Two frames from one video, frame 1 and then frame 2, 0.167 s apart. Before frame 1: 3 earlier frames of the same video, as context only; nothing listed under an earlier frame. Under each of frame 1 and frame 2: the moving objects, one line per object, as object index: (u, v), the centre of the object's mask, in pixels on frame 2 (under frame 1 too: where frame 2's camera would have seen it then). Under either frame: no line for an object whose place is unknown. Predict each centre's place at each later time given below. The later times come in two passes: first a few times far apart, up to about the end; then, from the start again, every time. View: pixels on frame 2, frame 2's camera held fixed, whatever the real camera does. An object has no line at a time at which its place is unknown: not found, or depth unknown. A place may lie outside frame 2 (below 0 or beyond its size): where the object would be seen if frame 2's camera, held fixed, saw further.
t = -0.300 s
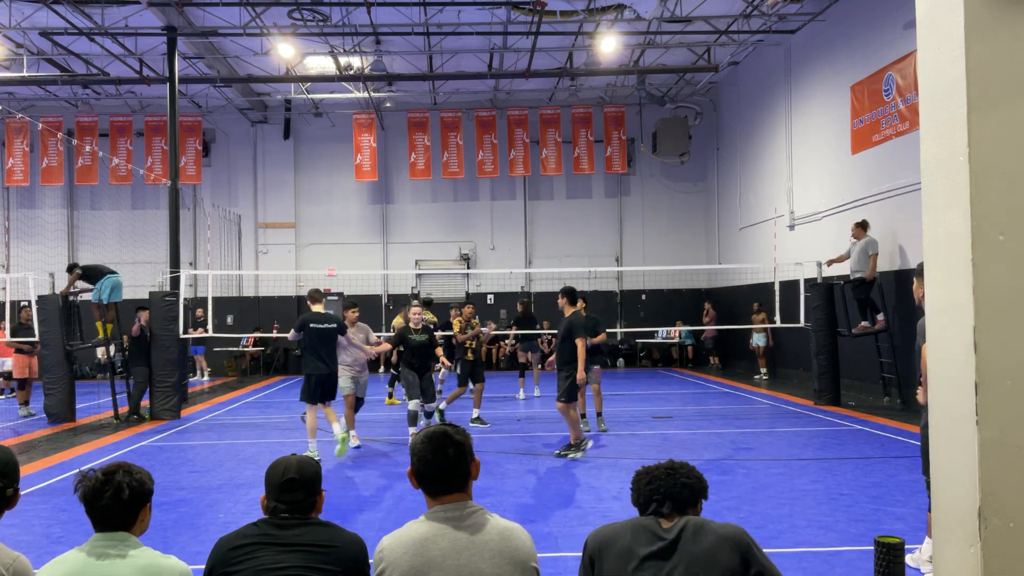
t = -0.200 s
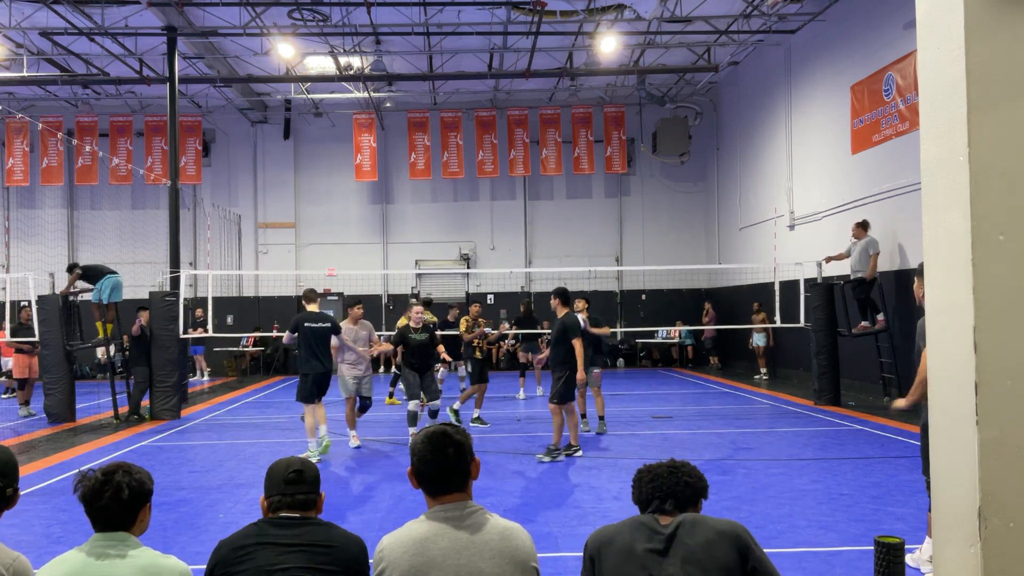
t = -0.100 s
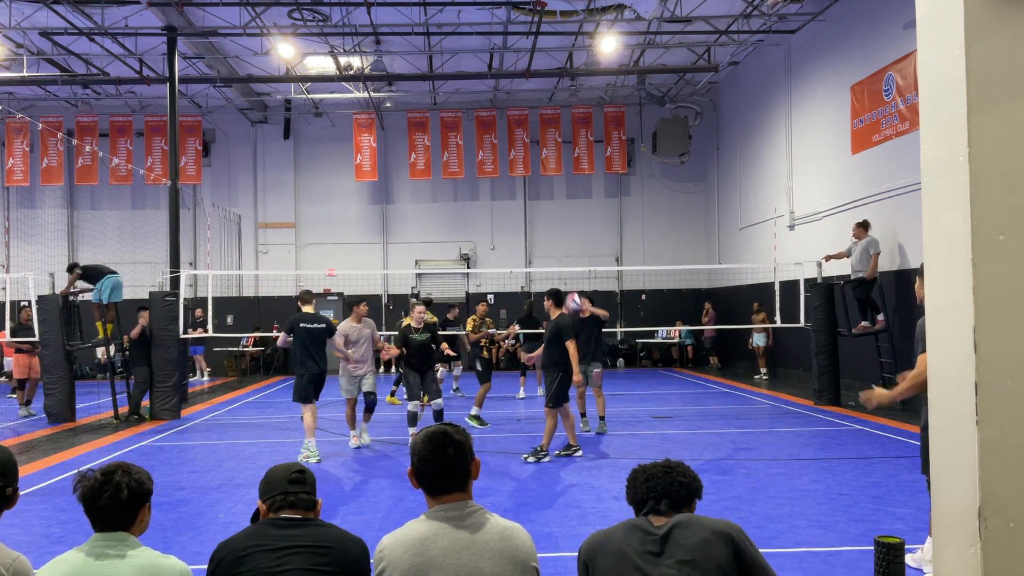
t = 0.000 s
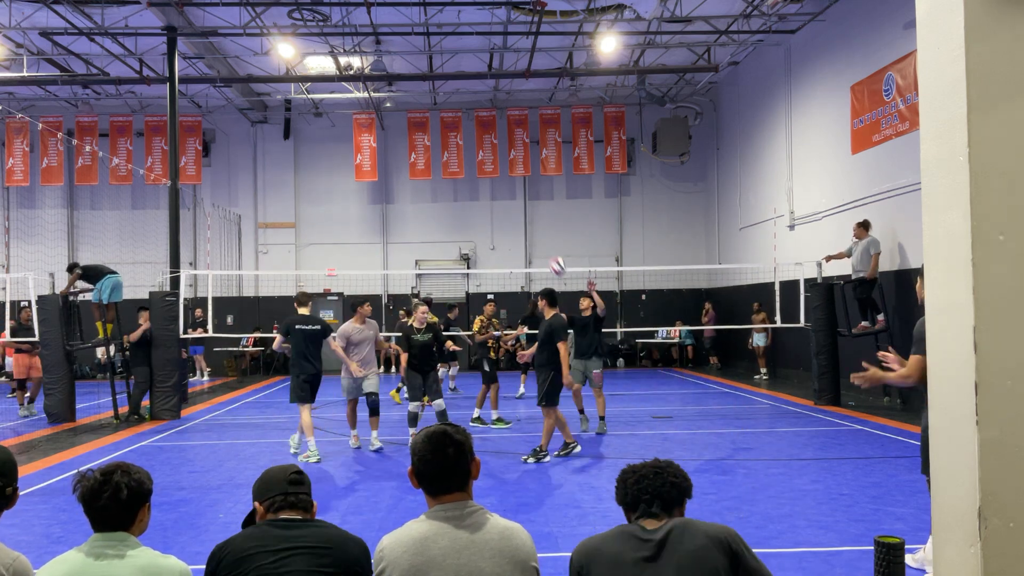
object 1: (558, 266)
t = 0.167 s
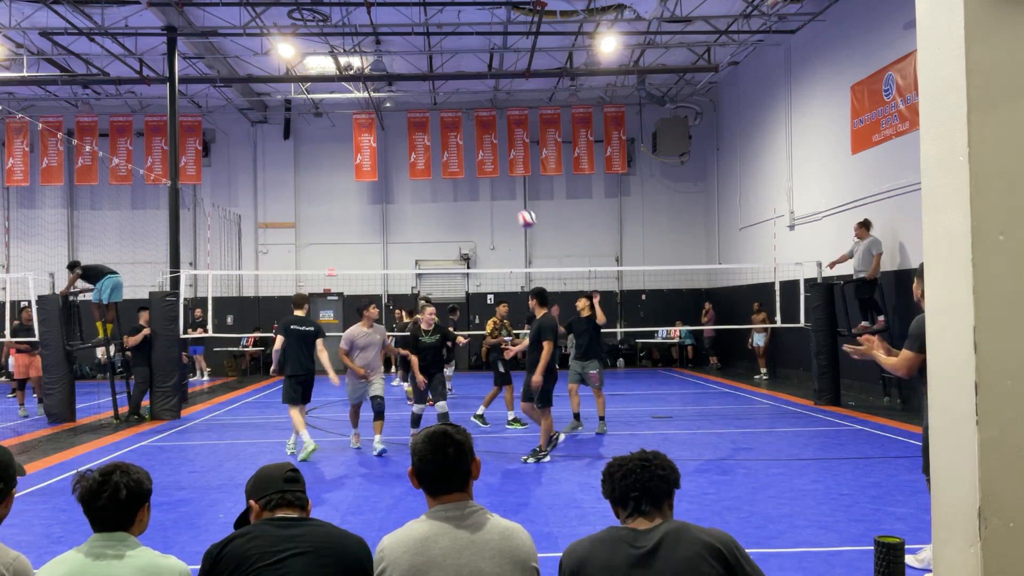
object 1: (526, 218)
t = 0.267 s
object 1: (508, 199)
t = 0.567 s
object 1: (445, 190)
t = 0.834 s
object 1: (381, 259)
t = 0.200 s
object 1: (521, 212)
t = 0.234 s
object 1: (514, 204)
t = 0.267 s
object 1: (508, 199)
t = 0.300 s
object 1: (501, 194)
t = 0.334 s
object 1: (494, 191)
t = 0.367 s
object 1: (487, 188)
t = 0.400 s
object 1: (481, 186)
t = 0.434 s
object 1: (474, 184)
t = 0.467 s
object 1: (466, 184)
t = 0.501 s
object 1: (459, 185)
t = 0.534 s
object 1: (452, 187)
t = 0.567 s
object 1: (445, 190)
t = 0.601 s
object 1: (438, 195)
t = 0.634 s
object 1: (430, 201)
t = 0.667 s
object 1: (422, 207)
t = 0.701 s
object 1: (414, 214)
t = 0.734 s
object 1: (406, 224)
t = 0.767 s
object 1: (398, 234)
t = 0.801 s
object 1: (390, 246)
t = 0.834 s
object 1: (381, 259)
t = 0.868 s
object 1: (372, 274)
